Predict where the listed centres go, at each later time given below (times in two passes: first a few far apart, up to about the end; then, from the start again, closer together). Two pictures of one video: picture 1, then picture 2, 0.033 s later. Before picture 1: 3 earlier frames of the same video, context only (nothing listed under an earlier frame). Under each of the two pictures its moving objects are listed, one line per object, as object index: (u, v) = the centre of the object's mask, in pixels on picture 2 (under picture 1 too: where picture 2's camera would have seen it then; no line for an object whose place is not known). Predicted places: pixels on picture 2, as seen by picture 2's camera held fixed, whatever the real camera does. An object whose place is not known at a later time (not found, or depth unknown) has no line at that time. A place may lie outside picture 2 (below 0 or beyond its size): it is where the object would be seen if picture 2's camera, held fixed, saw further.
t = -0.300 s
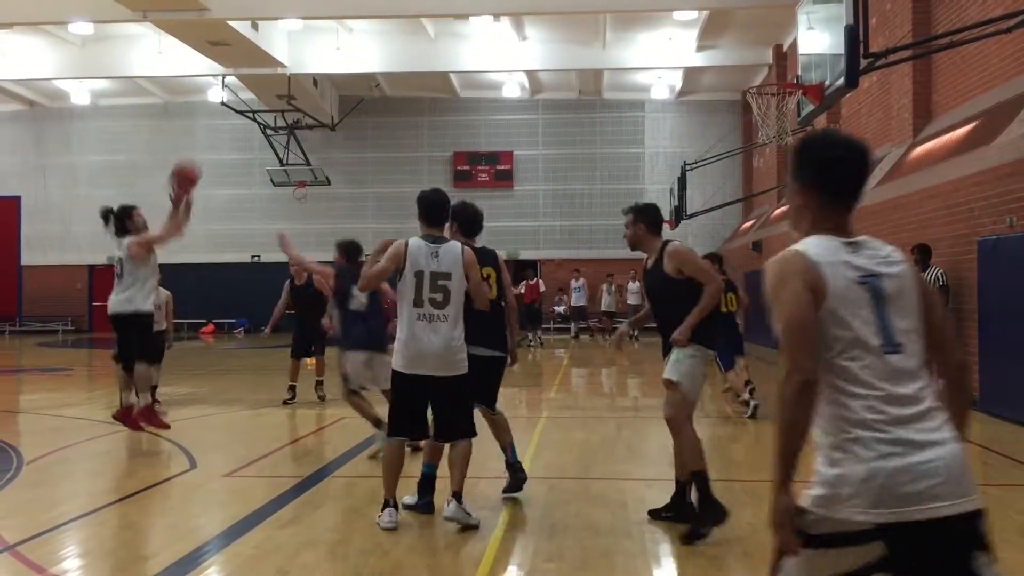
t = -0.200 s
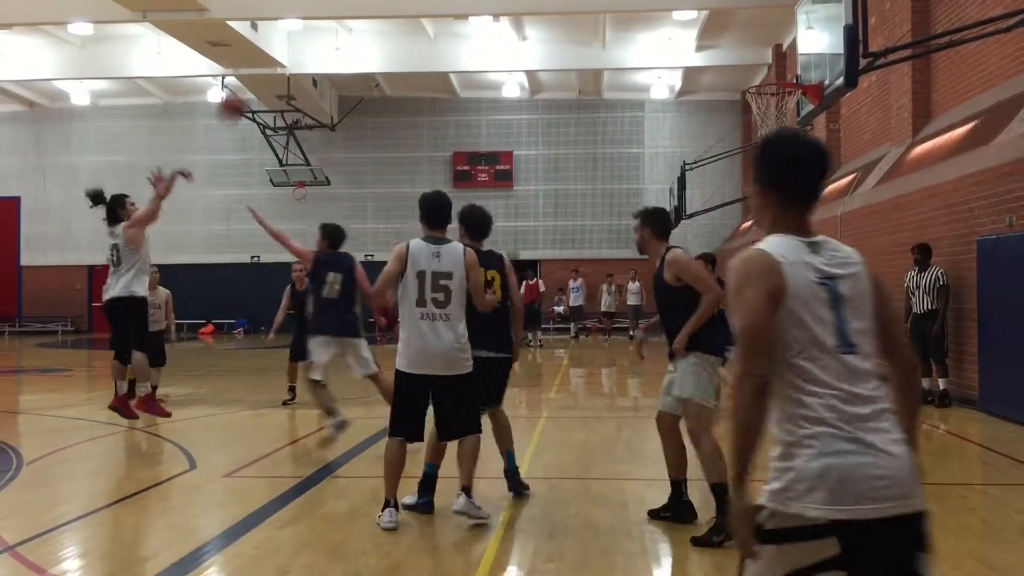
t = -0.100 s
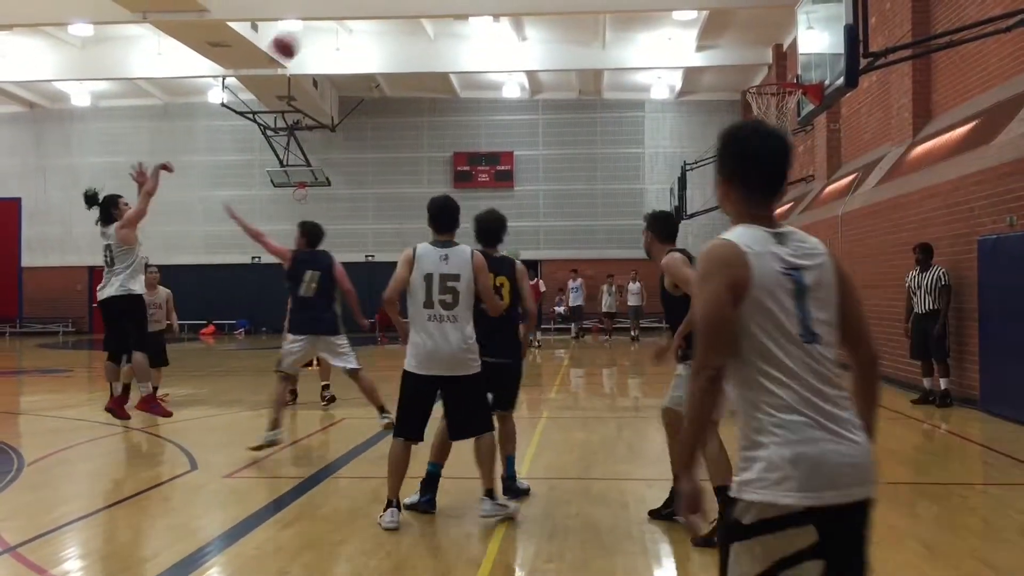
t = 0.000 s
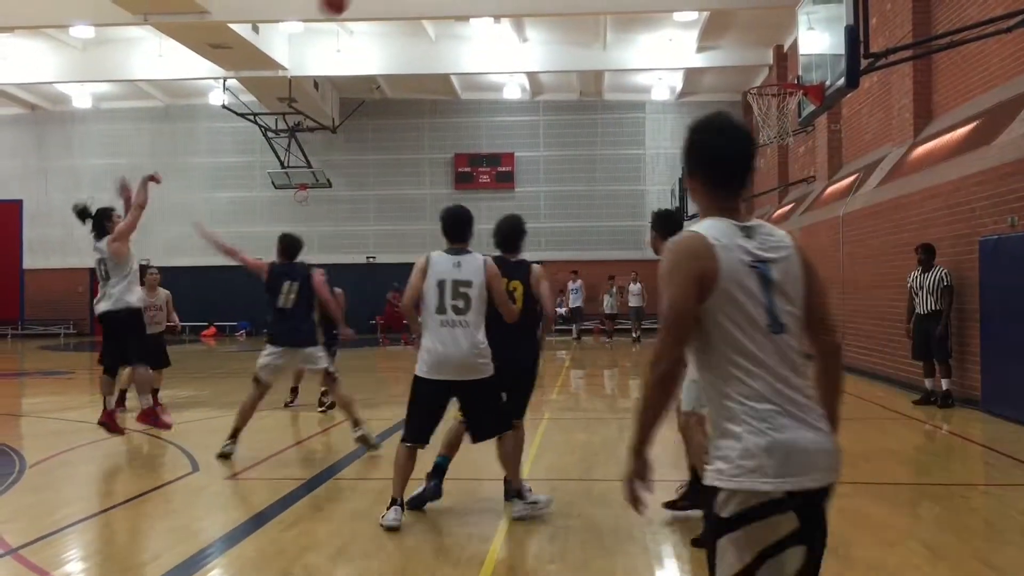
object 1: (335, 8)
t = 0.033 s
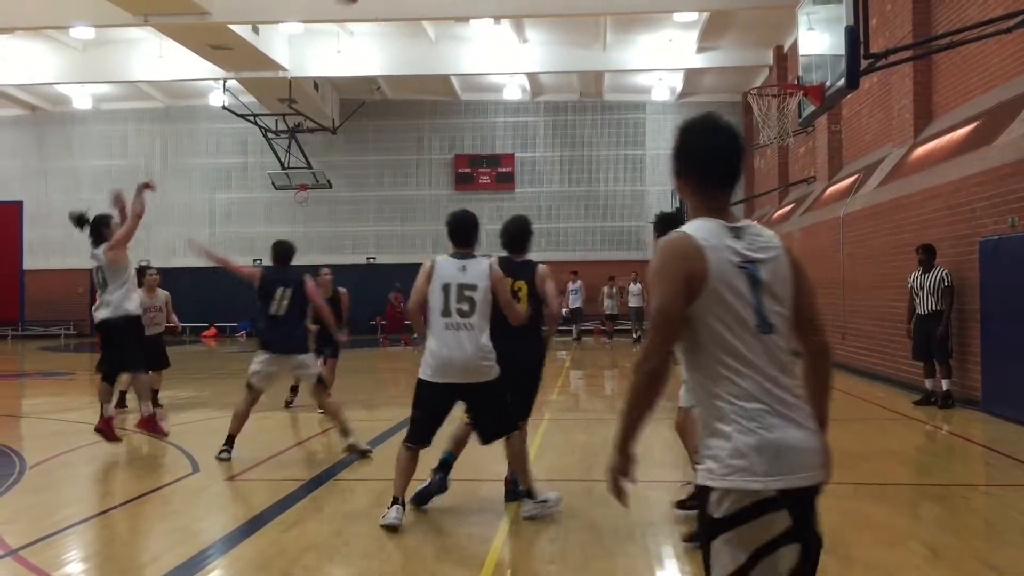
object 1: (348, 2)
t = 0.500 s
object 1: (572, -66)
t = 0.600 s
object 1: (619, -45)
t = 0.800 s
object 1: (710, 32)
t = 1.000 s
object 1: (769, 64)
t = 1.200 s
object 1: (805, 62)
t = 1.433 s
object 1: (768, 95)
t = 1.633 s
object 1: (755, 134)
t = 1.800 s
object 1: (755, 181)
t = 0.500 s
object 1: (572, -66)
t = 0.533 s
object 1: (588, -60)
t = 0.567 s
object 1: (603, -54)
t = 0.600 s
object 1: (619, -45)
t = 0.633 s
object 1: (633, -36)
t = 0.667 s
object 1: (648, -25)
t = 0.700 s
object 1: (663, -12)
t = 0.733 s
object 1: (677, 0)
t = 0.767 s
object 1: (693, 15)
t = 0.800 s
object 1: (710, 32)
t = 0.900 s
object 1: (750, 80)
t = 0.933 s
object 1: (756, 74)
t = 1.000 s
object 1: (769, 64)
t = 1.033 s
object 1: (775, 61)
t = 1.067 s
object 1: (783, 59)
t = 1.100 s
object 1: (789, 57)
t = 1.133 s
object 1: (794, 60)
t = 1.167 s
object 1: (803, 61)
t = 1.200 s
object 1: (805, 62)
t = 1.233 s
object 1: (800, 63)
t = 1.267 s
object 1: (795, 65)
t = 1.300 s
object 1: (789, 69)
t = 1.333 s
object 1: (784, 72)
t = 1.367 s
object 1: (779, 77)
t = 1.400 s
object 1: (774, 81)
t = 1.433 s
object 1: (768, 95)
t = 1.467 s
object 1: (764, 102)
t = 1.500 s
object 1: (758, 112)
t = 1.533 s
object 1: (755, 119)
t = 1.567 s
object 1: (754, 125)
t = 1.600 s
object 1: (754, 126)
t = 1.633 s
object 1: (755, 134)
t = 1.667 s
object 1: (755, 141)
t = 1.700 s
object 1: (755, 149)
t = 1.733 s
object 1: (755, 158)
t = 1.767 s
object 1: (756, 168)
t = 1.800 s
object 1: (755, 181)
